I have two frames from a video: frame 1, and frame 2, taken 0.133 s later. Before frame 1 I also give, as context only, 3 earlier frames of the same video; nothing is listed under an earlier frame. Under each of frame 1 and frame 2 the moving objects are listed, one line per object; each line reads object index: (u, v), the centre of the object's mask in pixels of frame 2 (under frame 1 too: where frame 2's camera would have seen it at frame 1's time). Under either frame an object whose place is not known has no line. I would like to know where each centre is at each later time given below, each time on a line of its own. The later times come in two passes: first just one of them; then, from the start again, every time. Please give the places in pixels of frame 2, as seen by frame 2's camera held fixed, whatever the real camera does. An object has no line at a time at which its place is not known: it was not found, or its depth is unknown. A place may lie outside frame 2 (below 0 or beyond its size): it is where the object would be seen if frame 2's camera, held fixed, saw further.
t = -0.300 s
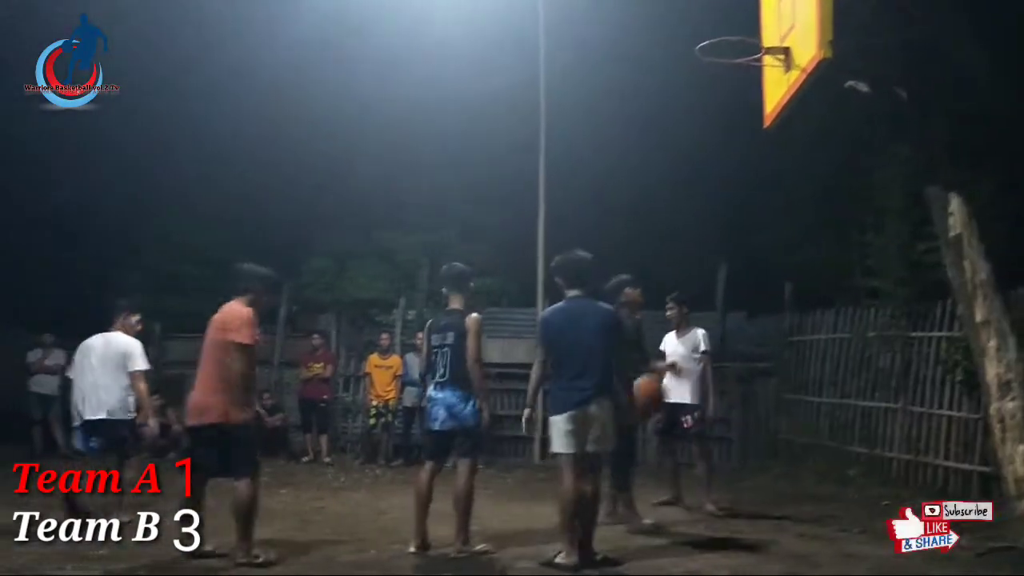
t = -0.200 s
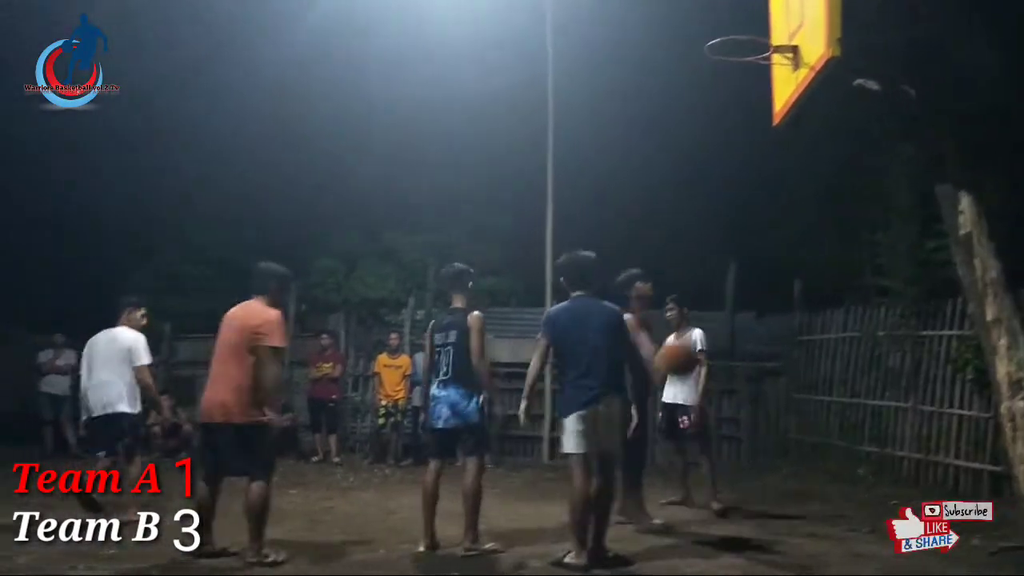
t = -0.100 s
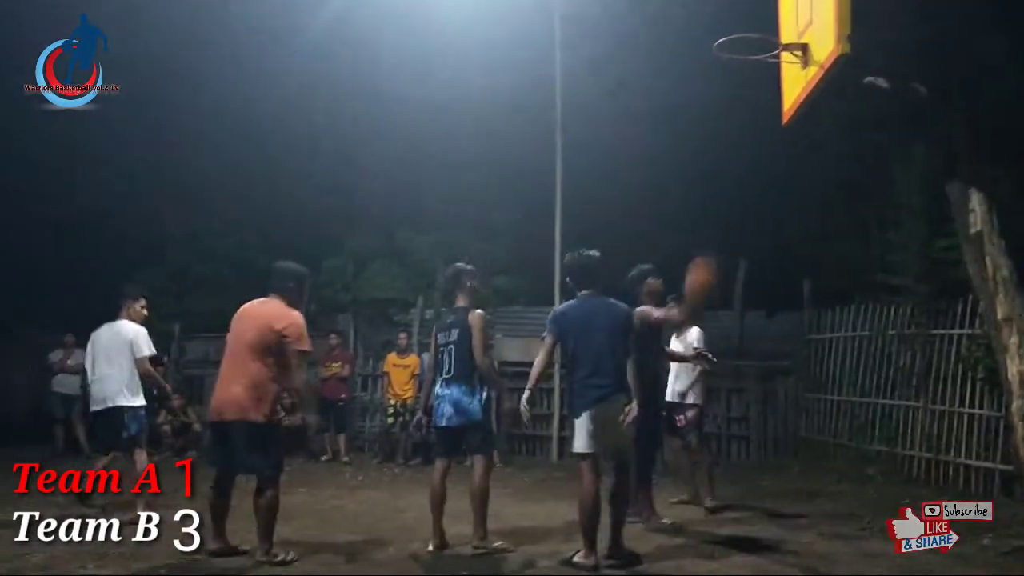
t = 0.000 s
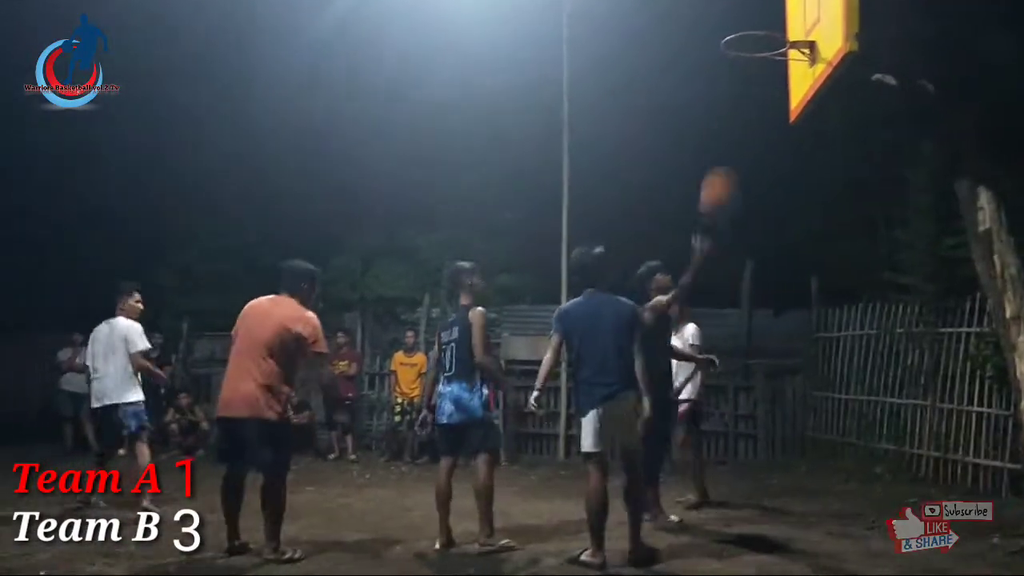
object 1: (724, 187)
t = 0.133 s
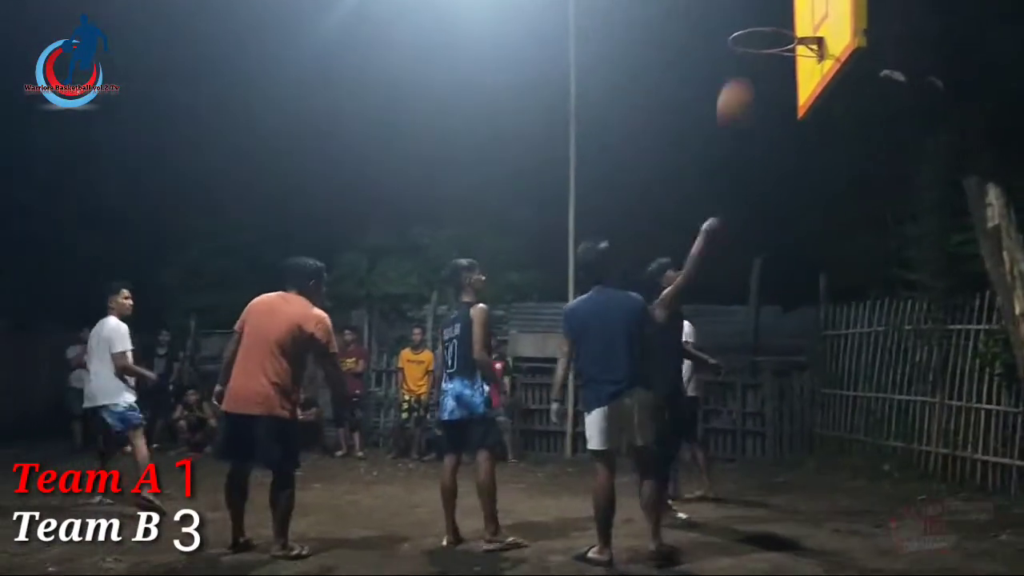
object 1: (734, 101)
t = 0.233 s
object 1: (743, 55)
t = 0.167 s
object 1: (737, 83)
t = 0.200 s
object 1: (742, 69)
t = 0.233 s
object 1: (743, 55)
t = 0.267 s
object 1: (745, 43)
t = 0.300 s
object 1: (748, 33)
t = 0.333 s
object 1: (753, 26)
